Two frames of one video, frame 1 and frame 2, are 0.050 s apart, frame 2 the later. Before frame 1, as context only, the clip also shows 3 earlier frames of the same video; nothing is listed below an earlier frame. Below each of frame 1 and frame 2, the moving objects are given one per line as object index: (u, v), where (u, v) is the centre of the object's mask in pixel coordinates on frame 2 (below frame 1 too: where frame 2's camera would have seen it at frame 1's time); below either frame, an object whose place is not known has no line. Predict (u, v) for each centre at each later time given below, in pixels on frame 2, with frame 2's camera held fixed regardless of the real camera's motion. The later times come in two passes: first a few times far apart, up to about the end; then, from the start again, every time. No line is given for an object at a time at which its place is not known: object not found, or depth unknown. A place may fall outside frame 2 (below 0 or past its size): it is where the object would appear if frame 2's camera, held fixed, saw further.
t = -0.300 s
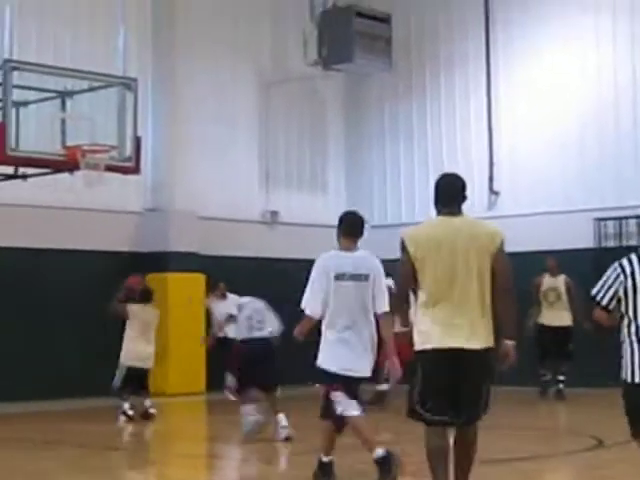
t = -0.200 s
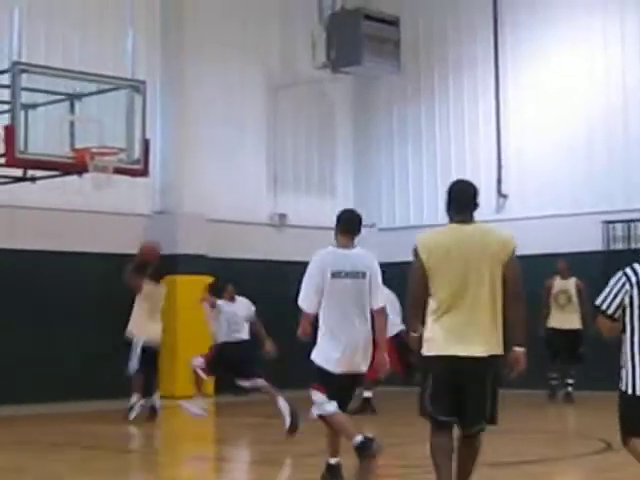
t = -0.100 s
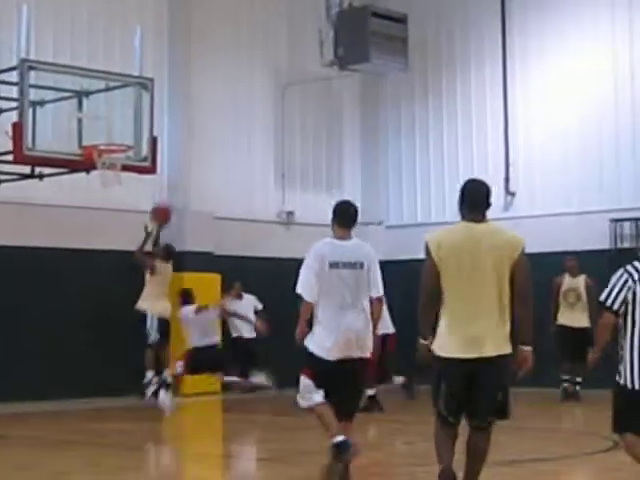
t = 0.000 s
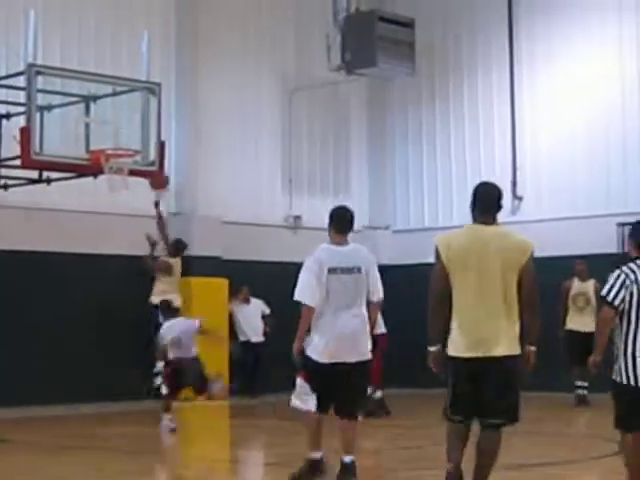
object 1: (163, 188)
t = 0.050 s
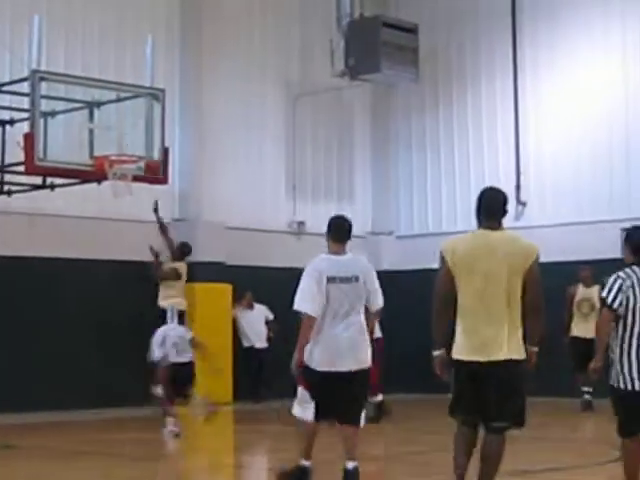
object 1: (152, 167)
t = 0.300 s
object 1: (127, 123)
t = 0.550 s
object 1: (127, 146)
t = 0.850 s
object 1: (125, 215)
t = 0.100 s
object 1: (145, 153)
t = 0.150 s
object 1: (136, 139)
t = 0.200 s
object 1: (128, 129)
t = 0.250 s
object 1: (127, 125)
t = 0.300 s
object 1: (127, 123)
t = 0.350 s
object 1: (127, 123)
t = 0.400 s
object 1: (127, 126)
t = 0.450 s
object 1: (128, 131)
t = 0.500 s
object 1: (127, 137)
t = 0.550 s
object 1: (127, 146)
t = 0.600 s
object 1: (128, 158)
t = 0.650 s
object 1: (126, 172)
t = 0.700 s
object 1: (127, 179)
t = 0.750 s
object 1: (127, 190)
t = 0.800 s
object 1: (126, 201)
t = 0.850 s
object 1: (125, 215)
